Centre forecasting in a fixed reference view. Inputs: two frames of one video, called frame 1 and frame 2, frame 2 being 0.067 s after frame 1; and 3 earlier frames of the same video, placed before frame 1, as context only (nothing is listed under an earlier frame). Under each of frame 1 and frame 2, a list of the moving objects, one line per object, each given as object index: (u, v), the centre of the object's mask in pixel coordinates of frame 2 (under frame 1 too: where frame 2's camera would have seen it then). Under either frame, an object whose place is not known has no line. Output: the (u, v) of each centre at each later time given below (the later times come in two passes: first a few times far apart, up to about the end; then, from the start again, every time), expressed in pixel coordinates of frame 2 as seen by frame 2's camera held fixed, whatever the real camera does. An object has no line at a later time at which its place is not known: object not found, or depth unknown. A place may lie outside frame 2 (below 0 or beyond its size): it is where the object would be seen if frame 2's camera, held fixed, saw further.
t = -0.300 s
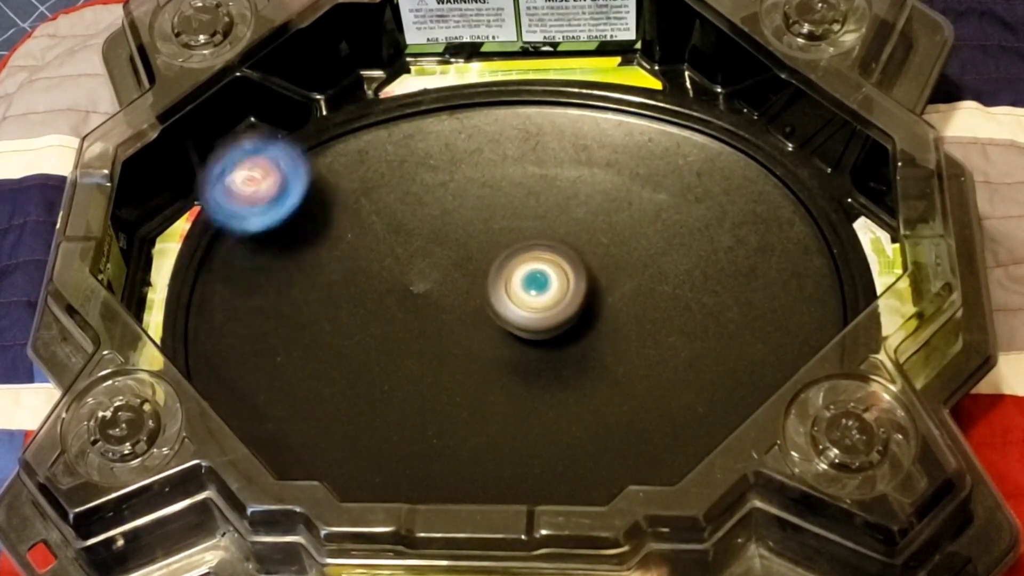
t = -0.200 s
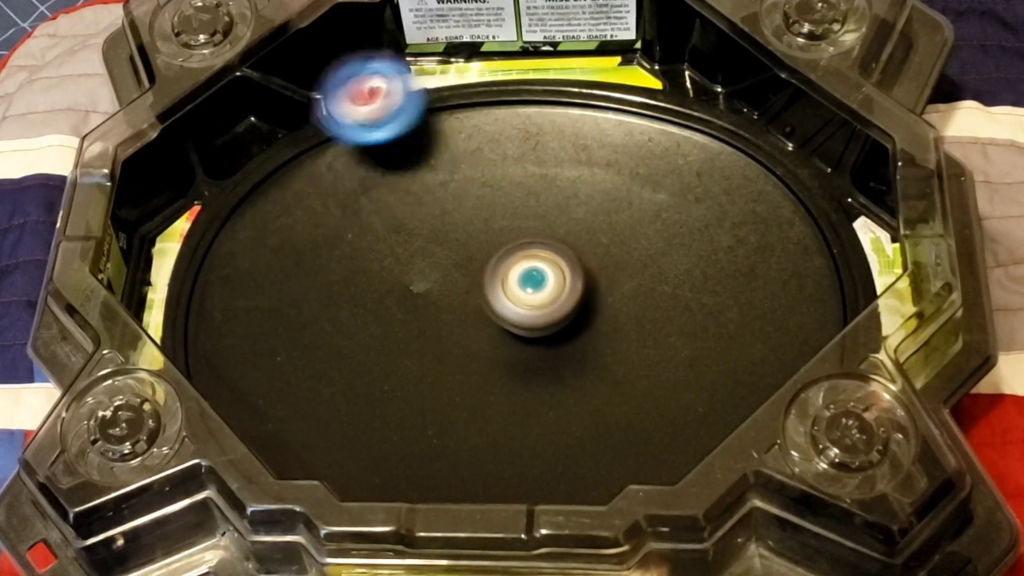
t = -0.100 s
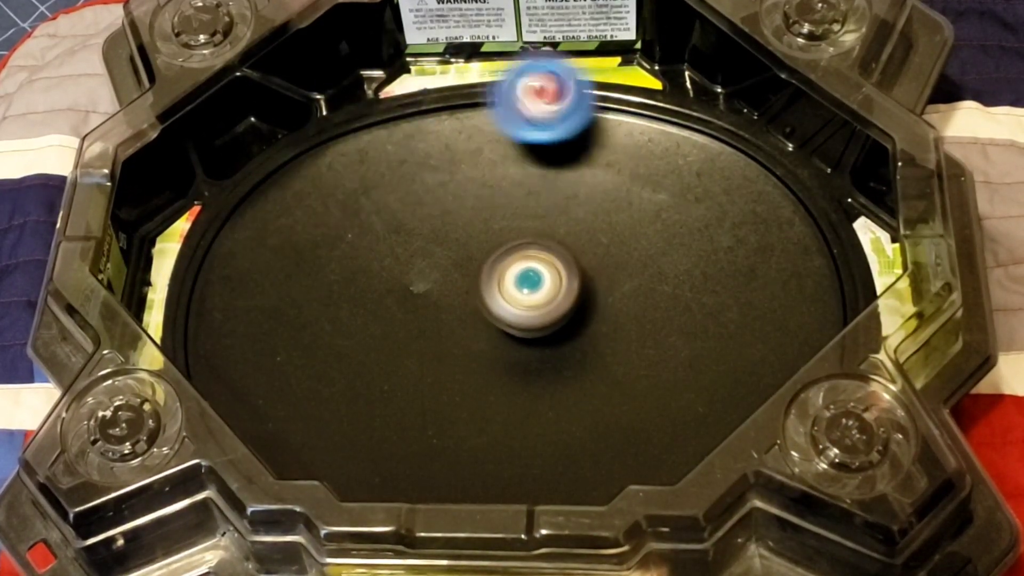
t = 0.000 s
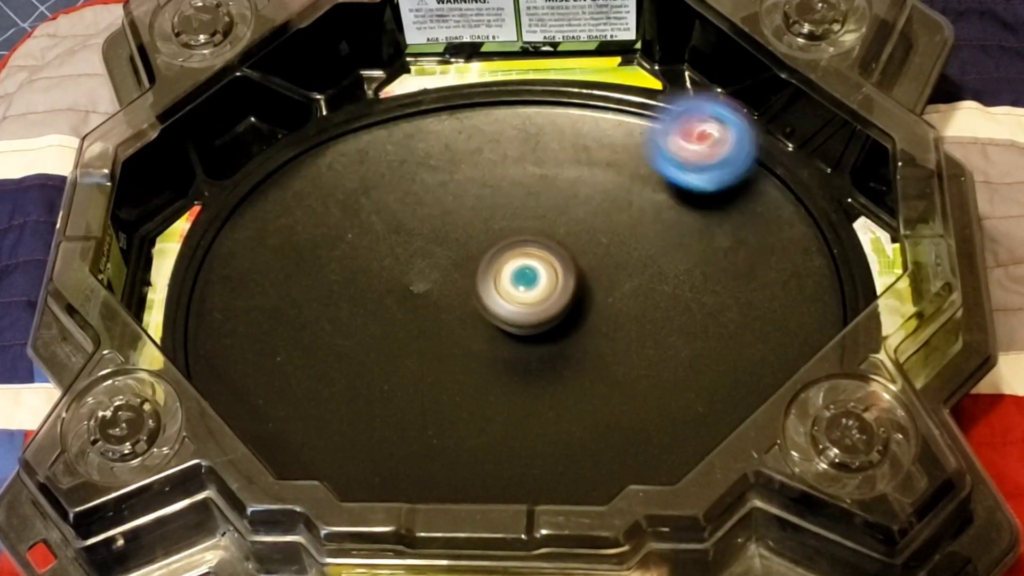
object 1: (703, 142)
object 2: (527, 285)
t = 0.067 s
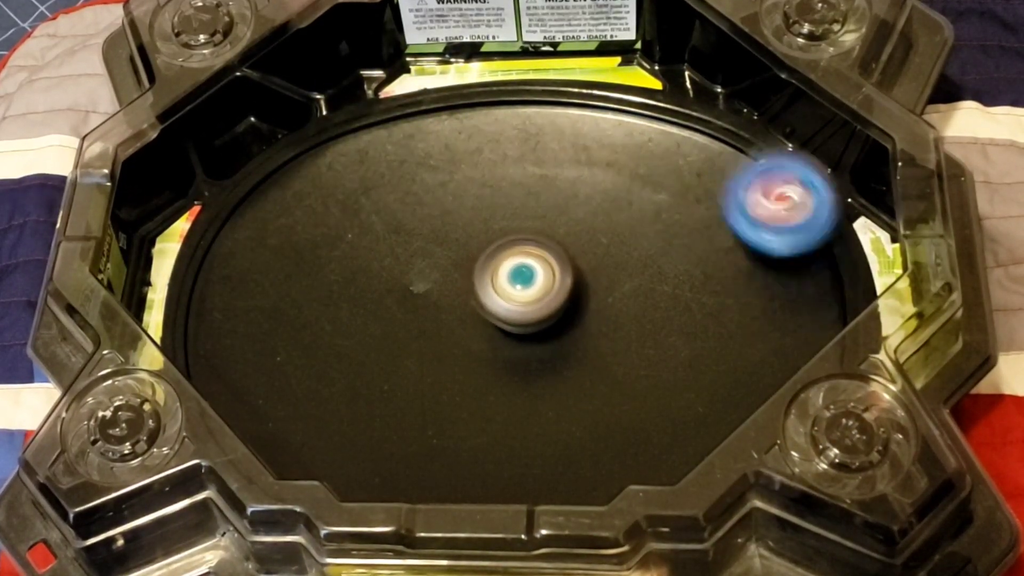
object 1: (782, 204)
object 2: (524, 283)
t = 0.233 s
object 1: (746, 419)
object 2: (516, 285)
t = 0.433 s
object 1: (405, 478)
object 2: (509, 286)
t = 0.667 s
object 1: (279, 233)
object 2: (502, 287)
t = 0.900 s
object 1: (510, 94)
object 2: (495, 293)
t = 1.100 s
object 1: (733, 211)
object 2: (490, 313)
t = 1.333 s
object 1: (684, 462)
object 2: (492, 330)
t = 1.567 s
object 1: (360, 458)
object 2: (499, 337)
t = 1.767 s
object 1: (275, 260)
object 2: (507, 336)
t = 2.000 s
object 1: (475, 93)
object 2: (511, 333)
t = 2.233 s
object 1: (742, 188)
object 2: (517, 333)
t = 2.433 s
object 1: (746, 398)
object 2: (522, 330)
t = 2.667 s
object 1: (469, 500)
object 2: (528, 325)
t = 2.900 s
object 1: (284, 308)
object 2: (528, 318)
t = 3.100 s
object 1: (385, 121)
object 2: (526, 312)
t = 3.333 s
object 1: (661, 134)
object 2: (523, 304)
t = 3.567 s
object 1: (740, 356)
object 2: (522, 298)
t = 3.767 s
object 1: (555, 506)
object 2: (520, 296)
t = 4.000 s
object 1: (294, 399)
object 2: (518, 294)
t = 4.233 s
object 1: (328, 181)
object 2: (518, 293)
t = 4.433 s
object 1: (508, 106)
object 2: (518, 293)
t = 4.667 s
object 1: (704, 207)
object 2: (521, 295)
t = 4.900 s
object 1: (684, 423)
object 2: (524, 298)
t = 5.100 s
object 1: (486, 493)
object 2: (530, 302)
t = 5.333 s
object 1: (306, 364)
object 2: (537, 305)
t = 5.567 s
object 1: (366, 175)
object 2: (546, 305)
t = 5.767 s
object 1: (530, 123)
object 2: (555, 302)
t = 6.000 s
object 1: (699, 232)
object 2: (560, 307)
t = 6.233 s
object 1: (664, 416)
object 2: (555, 316)
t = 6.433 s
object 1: (499, 467)
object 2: (550, 315)
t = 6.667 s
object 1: (343, 359)
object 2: (550, 308)
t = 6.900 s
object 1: (377, 201)
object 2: (550, 302)
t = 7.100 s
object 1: (504, 149)
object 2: (548, 299)
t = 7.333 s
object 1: (643, 232)
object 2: (546, 298)
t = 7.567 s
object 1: (655, 379)
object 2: (546, 296)
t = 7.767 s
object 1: (559, 445)
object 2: (547, 296)
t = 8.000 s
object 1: (438, 395)
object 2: (547, 296)
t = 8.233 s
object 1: (391, 267)
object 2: (551, 298)
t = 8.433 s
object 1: (439, 189)
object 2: (554, 302)
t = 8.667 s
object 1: (518, 190)
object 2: (557, 311)
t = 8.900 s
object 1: (579, 232)
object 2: (552, 336)
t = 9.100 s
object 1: (607, 265)
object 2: (535, 348)
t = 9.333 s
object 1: (610, 296)
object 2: (512, 354)
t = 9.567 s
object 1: (598, 303)
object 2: (486, 348)
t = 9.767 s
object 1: (575, 296)
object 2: (469, 336)
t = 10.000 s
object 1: (562, 276)
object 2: (457, 324)
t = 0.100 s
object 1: (808, 244)
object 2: (522, 283)
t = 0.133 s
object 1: (822, 285)
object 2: (520, 283)
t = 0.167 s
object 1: (827, 330)
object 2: (519, 284)
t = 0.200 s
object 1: (792, 369)
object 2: (517, 284)
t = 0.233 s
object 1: (746, 419)
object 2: (516, 285)
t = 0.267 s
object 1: (705, 459)
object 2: (515, 285)
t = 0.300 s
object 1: (652, 485)
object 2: (514, 285)
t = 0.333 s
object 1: (584, 498)
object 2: (513, 285)
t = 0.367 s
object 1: (517, 499)
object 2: (511, 285)
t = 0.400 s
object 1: (458, 495)
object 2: (510, 286)
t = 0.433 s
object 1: (405, 478)
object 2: (509, 286)
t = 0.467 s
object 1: (361, 452)
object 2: (507, 286)
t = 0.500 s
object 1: (323, 426)
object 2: (506, 286)
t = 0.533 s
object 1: (295, 392)
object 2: (506, 286)
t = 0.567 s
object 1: (278, 354)
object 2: (505, 286)
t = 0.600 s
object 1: (270, 314)
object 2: (504, 286)
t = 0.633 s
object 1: (270, 274)
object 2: (503, 286)
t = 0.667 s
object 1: (279, 233)
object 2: (502, 287)
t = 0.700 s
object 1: (294, 195)
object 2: (501, 288)
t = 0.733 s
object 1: (317, 163)
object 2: (499, 288)
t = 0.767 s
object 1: (345, 132)
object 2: (499, 289)
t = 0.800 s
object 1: (376, 107)
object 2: (498, 289)
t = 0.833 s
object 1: (414, 92)
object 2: (497, 290)
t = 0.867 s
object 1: (462, 90)
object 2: (496, 292)
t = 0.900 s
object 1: (510, 94)
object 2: (495, 293)
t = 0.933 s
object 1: (555, 103)
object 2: (493, 295)
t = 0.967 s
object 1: (601, 115)
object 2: (492, 298)
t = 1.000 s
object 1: (644, 132)
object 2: (491, 302)
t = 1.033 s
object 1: (679, 153)
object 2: (490, 306)
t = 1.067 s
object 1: (709, 180)
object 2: (491, 310)
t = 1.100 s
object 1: (733, 211)
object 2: (490, 313)
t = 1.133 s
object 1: (750, 243)
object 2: (491, 317)
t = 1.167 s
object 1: (758, 283)
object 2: (491, 320)
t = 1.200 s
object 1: (760, 321)
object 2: (491, 322)
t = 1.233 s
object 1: (749, 355)
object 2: (491, 324)
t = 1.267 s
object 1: (734, 397)
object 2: (492, 326)
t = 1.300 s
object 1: (713, 431)
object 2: (492, 328)
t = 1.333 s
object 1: (684, 462)
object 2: (492, 330)
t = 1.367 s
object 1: (649, 484)
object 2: (493, 331)
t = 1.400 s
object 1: (603, 505)
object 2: (494, 332)
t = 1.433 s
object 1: (555, 509)
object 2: (494, 334)
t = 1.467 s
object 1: (497, 507)
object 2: (495, 334)
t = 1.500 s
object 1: (447, 500)
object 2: (496, 335)
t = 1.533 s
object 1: (399, 485)
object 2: (498, 336)
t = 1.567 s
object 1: (360, 458)
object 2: (499, 337)
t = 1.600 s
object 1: (323, 434)
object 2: (501, 337)
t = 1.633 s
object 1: (297, 405)
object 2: (502, 338)
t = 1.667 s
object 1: (280, 371)
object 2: (503, 337)
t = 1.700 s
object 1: (271, 335)
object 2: (505, 336)
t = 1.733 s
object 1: (269, 297)
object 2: (506, 336)
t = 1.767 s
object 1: (275, 260)
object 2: (507, 336)
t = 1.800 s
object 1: (289, 225)
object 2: (507, 335)
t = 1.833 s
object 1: (308, 193)
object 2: (508, 334)
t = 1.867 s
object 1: (332, 163)
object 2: (509, 334)
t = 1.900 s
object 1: (360, 138)
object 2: (508, 334)
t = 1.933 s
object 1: (393, 119)
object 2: (509, 333)
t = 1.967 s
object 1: (431, 103)
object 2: (510, 333)
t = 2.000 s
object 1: (475, 93)
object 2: (511, 333)
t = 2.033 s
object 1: (518, 90)
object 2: (511, 333)
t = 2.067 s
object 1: (560, 93)
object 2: (512, 333)
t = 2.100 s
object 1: (605, 102)
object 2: (513, 333)
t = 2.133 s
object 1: (648, 117)
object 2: (514, 333)
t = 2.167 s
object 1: (684, 135)
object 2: (515, 332)
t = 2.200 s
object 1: (716, 158)
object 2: (516, 332)
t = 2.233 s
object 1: (742, 188)
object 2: (517, 333)
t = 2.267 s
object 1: (762, 220)
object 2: (517, 332)
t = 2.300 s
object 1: (776, 255)
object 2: (519, 332)
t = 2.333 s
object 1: (782, 291)
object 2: (519, 332)
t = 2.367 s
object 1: (778, 326)
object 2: (520, 331)
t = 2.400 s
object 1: (762, 357)
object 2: (521, 331)
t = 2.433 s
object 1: (746, 398)
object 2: (522, 330)
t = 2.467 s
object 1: (726, 428)
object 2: (523, 329)
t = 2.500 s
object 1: (701, 458)
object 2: (525, 329)
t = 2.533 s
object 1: (665, 482)
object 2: (525, 328)
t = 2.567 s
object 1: (621, 495)
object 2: (526, 328)
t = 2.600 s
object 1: (573, 506)
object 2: (527, 327)
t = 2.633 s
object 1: (519, 505)
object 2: (527, 326)
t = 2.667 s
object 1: (469, 500)
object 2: (528, 325)
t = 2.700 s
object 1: (424, 484)
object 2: (528, 324)
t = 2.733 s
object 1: (383, 466)
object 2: (528, 323)
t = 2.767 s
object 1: (349, 441)
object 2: (528, 322)
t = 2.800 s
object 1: (321, 413)
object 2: (528, 321)
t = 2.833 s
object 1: (302, 380)
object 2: (528, 320)
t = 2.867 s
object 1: (289, 345)
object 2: (528, 319)
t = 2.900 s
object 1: (284, 308)
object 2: (528, 318)
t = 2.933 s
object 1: (286, 270)
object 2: (528, 317)
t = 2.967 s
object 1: (294, 231)
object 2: (527, 316)
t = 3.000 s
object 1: (311, 197)
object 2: (527, 315)
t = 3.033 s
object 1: (331, 166)
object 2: (527, 314)
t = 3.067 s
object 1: (356, 140)
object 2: (526, 313)
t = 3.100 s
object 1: (385, 121)
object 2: (526, 312)
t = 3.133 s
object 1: (417, 107)
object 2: (525, 311)
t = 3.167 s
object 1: (457, 96)
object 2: (525, 309)
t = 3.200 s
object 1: (498, 90)
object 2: (524, 308)
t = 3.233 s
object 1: (542, 92)
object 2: (524, 307)
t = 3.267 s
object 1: (586, 100)
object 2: (523, 306)
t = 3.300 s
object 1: (626, 114)
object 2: (522, 305)
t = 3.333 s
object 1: (661, 134)
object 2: (523, 304)
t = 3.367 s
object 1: (688, 154)
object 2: (522, 303)
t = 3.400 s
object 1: (710, 182)
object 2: (522, 302)
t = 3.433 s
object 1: (728, 212)
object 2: (522, 302)
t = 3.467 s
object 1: (741, 245)
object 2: (522, 301)
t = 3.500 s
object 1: (748, 281)
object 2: (522, 300)
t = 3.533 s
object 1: (749, 319)
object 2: (521, 300)
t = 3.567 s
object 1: (740, 356)
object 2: (522, 298)
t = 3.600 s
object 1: (720, 388)
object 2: (521, 298)
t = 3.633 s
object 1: (704, 426)
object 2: (521, 297)
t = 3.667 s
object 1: (677, 456)
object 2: (521, 297)
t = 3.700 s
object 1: (640, 477)
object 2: (520, 296)
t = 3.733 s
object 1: (598, 496)
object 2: (520, 296)
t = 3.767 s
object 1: (555, 506)
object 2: (520, 296)
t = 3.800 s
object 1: (508, 506)
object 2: (520, 295)
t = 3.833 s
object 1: (462, 504)
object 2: (519, 295)
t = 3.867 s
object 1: (418, 492)
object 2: (520, 295)
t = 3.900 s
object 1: (380, 465)
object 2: (519, 294)
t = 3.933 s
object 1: (347, 450)
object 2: (519, 295)
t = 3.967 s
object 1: (316, 427)
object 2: (519, 294)
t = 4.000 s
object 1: (294, 399)
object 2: (518, 294)
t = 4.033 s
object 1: (281, 367)
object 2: (518, 293)
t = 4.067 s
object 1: (274, 335)
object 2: (518, 294)
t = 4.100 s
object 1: (273, 300)
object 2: (518, 294)
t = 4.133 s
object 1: (279, 267)
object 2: (518, 294)
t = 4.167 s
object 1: (290, 235)
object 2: (518, 294)
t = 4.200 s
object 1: (307, 207)
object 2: (518, 293)
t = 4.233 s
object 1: (328, 181)
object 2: (518, 293)
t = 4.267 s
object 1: (352, 158)
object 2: (518, 293)
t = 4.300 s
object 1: (378, 140)
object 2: (518, 293)
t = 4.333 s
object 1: (408, 126)
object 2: (518, 293)
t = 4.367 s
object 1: (440, 116)
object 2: (518, 293)
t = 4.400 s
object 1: (474, 109)
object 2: (517, 293)
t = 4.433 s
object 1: (508, 106)
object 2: (518, 293)
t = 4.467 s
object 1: (542, 108)
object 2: (518, 293)
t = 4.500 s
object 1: (575, 115)
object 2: (519, 294)
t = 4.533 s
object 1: (608, 126)
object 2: (520, 294)
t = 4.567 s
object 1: (638, 139)
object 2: (520, 295)
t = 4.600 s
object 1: (664, 160)
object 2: (520, 294)
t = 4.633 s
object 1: (686, 181)
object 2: (520, 294)
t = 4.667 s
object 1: (704, 207)
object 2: (521, 295)
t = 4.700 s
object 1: (719, 234)
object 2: (521, 296)
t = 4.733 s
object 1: (730, 265)
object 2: (522, 296)
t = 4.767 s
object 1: (735, 296)
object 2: (522, 296)
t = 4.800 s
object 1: (731, 330)
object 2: (523, 297)
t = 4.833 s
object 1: (723, 364)
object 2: (523, 297)
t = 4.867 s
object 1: (704, 393)
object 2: (524, 298)
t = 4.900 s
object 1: (684, 423)
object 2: (524, 298)
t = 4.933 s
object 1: (658, 448)
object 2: (525, 299)
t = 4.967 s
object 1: (628, 466)
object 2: (526, 299)
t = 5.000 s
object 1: (595, 482)
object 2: (527, 300)
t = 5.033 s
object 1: (561, 491)
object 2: (528, 301)
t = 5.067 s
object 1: (524, 494)
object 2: (529, 301)
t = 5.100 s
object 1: (486, 493)
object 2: (530, 302)
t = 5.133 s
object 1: (451, 486)
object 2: (532, 303)
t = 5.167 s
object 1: (418, 476)
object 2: (532, 303)
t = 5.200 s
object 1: (387, 457)
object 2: (533, 304)
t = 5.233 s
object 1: (359, 441)
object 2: (534, 304)
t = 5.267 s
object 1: (336, 418)
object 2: (535, 305)
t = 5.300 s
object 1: (318, 391)
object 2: (536, 305)
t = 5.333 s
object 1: (306, 364)
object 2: (537, 305)
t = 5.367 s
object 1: (299, 333)
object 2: (538, 306)
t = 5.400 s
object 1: (299, 303)
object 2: (540, 305)
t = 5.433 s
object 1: (303, 274)
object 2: (540, 306)
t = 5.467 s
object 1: (313, 245)
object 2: (542, 306)
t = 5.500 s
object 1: (327, 219)
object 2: (543, 306)
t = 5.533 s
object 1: (344, 196)
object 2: (544, 306)
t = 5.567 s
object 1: (366, 175)
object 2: (546, 305)
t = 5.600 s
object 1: (388, 156)
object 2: (547, 305)
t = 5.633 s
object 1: (414, 141)
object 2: (549, 304)
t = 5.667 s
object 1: (442, 132)
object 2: (551, 303)
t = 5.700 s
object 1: (470, 126)
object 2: (552, 303)
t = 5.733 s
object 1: (500, 123)
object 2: (553, 303)
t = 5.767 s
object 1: (530, 123)
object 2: (555, 302)
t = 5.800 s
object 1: (559, 127)
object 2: (556, 301)
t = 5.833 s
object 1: (588, 137)
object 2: (558, 302)
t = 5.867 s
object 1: (617, 150)
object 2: (559, 302)
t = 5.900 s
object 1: (642, 165)
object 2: (559, 303)
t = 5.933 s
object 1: (665, 185)
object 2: (560, 304)
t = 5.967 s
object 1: (684, 208)
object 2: (560, 305)
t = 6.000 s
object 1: (699, 232)
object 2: (560, 307)
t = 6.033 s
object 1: (709, 259)
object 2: (560, 308)
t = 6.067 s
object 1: (714, 285)
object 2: (560, 309)
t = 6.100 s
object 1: (714, 313)
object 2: (560, 311)
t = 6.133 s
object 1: (710, 341)
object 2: (559, 312)
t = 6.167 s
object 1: (699, 369)
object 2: (558, 314)
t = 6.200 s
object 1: (683, 394)
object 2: (556, 315)
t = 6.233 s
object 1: (664, 416)
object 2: (555, 316)
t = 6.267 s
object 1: (641, 434)
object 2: (555, 316)
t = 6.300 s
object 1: (614, 449)
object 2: (554, 317)
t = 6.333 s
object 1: (585, 457)
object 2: (552, 317)
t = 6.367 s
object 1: (558, 466)
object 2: (552, 316)
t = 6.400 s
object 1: (528, 469)
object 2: (551, 316)
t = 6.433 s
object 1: (499, 467)
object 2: (550, 315)
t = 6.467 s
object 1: (469, 461)
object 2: (550, 314)
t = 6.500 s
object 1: (441, 454)
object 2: (550, 313)
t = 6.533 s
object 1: (413, 441)
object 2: (550, 312)
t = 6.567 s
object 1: (388, 425)
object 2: (550, 311)
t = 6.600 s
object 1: (369, 404)
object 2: (550, 309)
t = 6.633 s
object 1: (354, 382)
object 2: (551, 308)
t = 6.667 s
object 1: (343, 359)
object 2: (550, 308)
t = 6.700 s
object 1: (337, 336)
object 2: (550, 306)
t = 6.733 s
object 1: (334, 311)
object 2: (550, 306)
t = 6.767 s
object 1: (335, 286)
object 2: (550, 305)
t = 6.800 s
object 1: (340, 262)
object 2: (550, 304)
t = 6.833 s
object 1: (349, 239)
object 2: (550, 304)
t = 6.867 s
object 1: (362, 218)
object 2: (551, 303)
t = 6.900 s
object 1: (377, 201)
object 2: (550, 302)
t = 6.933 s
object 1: (393, 186)
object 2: (549, 302)
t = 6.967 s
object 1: (412, 172)
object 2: (549, 302)
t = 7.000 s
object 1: (433, 159)
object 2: (549, 301)
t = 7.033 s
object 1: (457, 151)
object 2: (549, 300)
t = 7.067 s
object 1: (481, 147)
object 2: (548, 299)
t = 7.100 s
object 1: (504, 149)
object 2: (548, 299)
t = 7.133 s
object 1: (529, 153)
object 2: (548, 299)
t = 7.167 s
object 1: (550, 161)
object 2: (548, 298)
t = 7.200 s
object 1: (572, 170)
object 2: (548, 298)
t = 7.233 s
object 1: (592, 182)
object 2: (547, 298)
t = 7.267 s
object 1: (611, 196)
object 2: (547, 298)
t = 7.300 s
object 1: (629, 212)
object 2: (547, 297)
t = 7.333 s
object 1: (643, 232)
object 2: (546, 298)
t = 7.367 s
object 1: (655, 249)
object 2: (546, 298)
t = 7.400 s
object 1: (665, 271)
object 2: (546, 297)
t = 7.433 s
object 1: (670, 294)
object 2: (546, 297)
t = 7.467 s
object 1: (671, 317)
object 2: (546, 297)
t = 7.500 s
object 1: (669, 340)
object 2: (546, 297)
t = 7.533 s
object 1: (663, 360)
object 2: (546, 297)
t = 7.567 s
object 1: (655, 379)
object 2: (546, 296)
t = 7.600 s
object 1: (645, 397)
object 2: (546, 296)
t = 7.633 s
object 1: (630, 412)
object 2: (546, 296)
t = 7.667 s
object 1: (614, 424)
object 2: (546, 297)
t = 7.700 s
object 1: (597, 433)
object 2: (546, 297)
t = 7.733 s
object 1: (580, 441)
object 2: (546, 297)
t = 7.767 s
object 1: (559, 445)
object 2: (547, 296)
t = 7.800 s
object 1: (539, 445)
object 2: (546, 296)
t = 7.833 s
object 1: (519, 442)
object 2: (546, 296)
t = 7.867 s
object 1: (501, 437)
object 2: (546, 296)
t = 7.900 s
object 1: (484, 430)
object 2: (547, 296)
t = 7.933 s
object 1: (467, 420)
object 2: (547, 296)
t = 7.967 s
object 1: (452, 409)
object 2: (547, 296)
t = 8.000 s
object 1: (438, 395)
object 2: (547, 296)
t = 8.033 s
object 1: (426, 380)
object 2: (548, 296)
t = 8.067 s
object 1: (414, 364)
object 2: (548, 296)
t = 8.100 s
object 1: (404, 346)
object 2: (549, 296)
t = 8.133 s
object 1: (398, 326)
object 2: (549, 296)
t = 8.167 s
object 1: (394, 307)
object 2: (549, 297)
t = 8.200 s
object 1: (391, 288)
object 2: (550, 297)
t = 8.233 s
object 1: (391, 267)
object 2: (551, 298)
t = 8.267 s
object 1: (396, 248)
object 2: (551, 298)
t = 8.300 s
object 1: (402, 231)
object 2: (552, 298)
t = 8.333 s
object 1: (409, 217)
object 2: (553, 299)
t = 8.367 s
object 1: (418, 205)
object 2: (553, 299)
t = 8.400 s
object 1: (429, 196)
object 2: (553, 301)
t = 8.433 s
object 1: (439, 189)
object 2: (554, 302)
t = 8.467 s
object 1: (450, 183)
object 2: (555, 304)
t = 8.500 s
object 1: (461, 180)
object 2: (556, 305)
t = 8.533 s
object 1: (472, 179)
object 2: (557, 306)
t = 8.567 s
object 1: (484, 179)
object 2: (557, 307)
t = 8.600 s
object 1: (495, 181)
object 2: (558, 308)
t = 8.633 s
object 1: (506, 184)
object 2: (557, 309)
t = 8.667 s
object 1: (518, 190)
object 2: (557, 311)
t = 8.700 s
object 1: (528, 197)
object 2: (557, 313)
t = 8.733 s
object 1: (539, 205)
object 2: (557, 314)
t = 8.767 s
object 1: (550, 214)
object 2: (557, 316)
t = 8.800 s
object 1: (557, 220)
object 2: (556, 321)
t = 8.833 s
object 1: (564, 225)
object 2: (556, 328)
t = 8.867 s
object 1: (572, 227)
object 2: (554, 333)
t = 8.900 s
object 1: (579, 232)
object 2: (552, 336)
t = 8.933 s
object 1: (586, 236)
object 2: (550, 338)
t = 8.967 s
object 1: (591, 241)
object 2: (548, 340)
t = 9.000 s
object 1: (596, 248)
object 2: (545, 342)
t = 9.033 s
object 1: (600, 254)
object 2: (542, 343)
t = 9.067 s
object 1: (603, 259)
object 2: (539, 346)
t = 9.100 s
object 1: (607, 265)
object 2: (535, 348)
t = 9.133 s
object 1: (610, 271)
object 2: (533, 349)
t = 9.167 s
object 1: (611, 276)
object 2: (529, 350)
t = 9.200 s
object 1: (612, 279)
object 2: (525, 353)
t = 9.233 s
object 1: (613, 283)
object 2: (521, 355)
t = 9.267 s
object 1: (612, 287)
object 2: (518, 355)
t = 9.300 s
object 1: (612, 290)
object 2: (515, 355)
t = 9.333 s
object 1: (610, 296)
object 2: (512, 354)
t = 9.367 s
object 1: (606, 299)
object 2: (510, 353)
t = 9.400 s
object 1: (606, 298)
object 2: (503, 354)
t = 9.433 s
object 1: (607, 299)
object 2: (498, 354)
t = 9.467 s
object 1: (607, 301)
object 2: (494, 354)
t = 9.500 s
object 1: (603, 302)
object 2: (490, 352)
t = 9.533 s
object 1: (603, 301)
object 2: (488, 350)
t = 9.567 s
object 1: (598, 303)
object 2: (486, 348)
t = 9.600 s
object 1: (592, 303)
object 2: (484, 345)
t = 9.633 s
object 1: (587, 304)
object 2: (482, 342)
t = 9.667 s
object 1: (582, 303)
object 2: (479, 340)
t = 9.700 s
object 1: (579, 301)
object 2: (474, 340)
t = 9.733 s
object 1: (578, 298)
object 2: (471, 338)
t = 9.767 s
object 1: (575, 296)
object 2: (469, 336)
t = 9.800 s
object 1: (572, 294)
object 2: (468, 334)
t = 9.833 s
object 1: (569, 291)
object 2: (466, 331)
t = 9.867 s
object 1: (568, 287)
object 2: (462, 331)
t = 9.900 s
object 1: (569, 284)
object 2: (459, 330)
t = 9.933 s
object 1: (567, 281)
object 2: (459, 329)
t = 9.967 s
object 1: (565, 278)
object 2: (458, 327)
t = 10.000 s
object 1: (562, 276)
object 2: (457, 324)
